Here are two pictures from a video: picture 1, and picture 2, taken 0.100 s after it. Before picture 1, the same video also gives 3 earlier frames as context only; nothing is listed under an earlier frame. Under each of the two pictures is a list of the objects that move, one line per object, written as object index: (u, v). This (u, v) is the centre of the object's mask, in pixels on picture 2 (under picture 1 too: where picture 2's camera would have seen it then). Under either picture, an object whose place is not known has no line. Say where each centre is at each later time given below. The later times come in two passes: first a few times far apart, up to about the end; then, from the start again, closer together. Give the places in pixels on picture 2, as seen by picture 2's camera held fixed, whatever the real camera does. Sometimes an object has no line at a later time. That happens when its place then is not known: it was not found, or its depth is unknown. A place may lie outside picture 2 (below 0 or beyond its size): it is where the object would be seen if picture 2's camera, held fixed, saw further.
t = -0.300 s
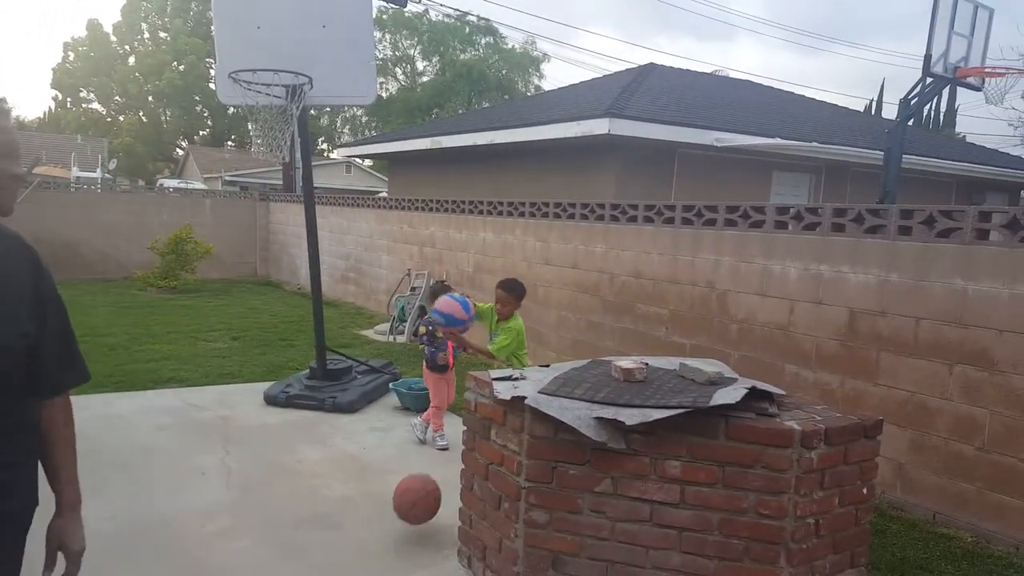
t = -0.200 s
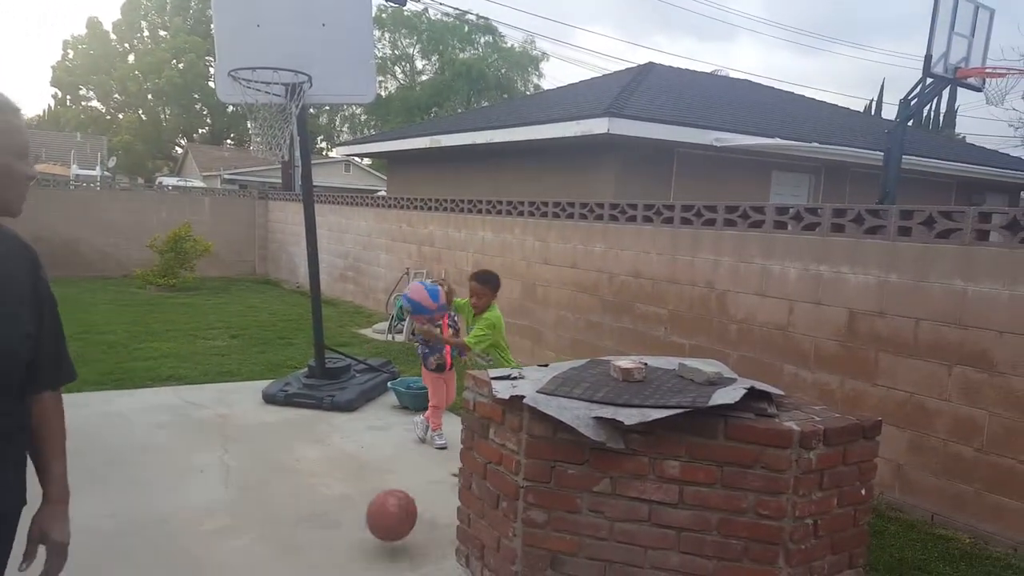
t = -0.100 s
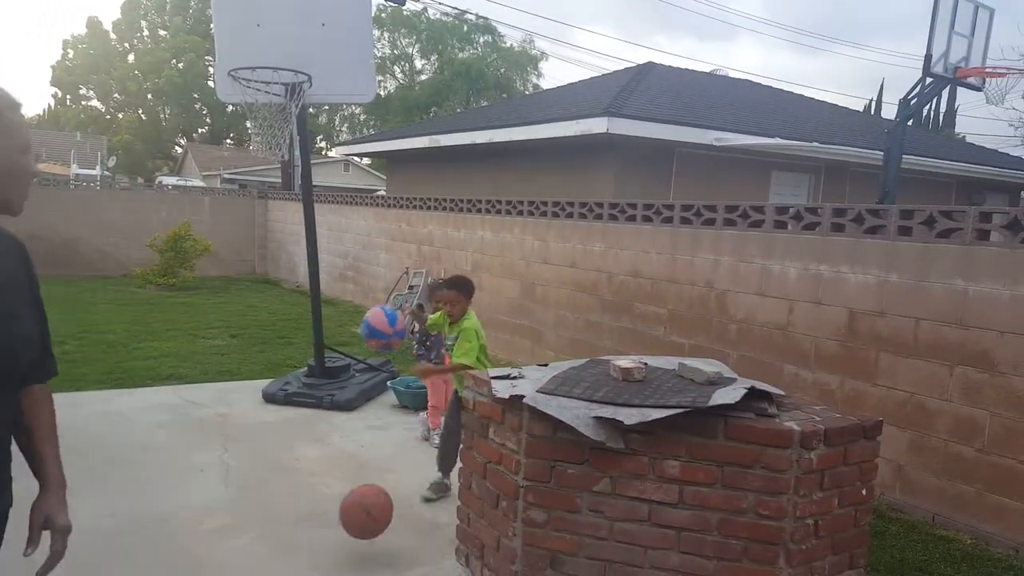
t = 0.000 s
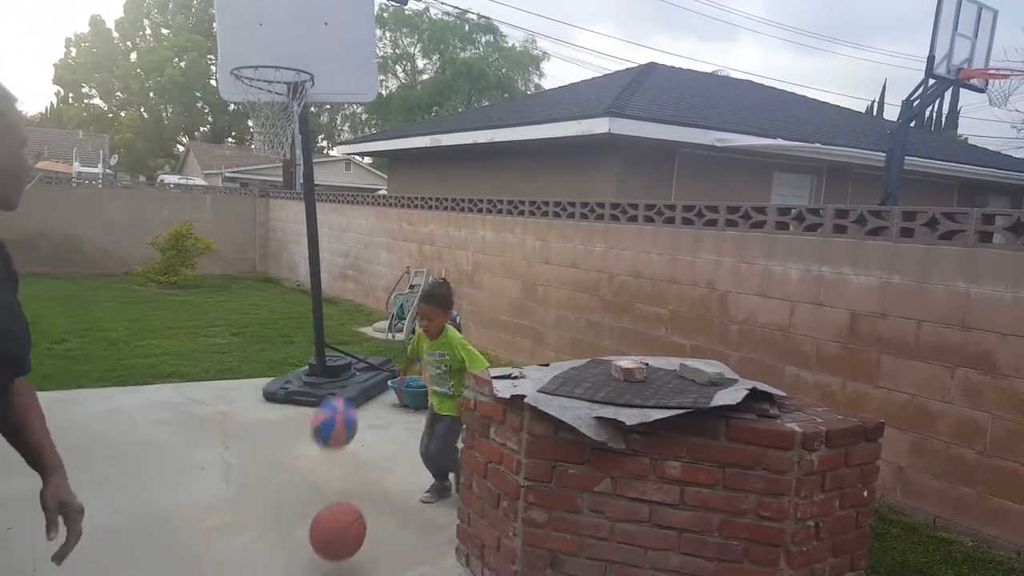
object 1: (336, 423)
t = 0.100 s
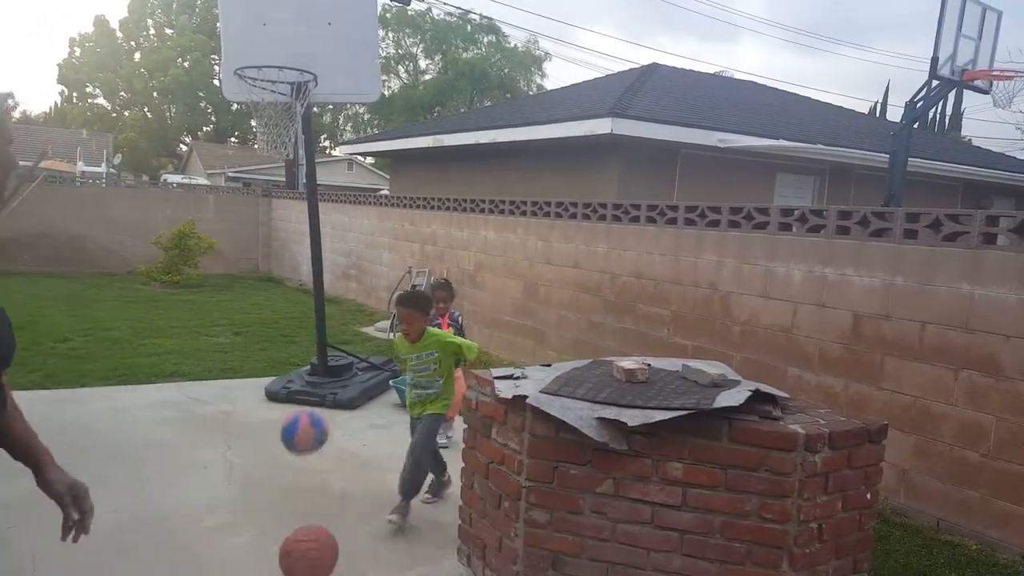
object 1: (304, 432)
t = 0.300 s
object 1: (269, 305)
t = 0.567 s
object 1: (219, 246)
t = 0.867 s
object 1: (161, 338)
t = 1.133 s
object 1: (110, 391)
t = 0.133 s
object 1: (299, 406)
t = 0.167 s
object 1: (294, 382)
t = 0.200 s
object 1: (288, 360)
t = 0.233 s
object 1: (282, 340)
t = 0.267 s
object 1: (276, 321)
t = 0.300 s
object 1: (269, 305)
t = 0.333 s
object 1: (263, 290)
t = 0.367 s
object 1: (257, 277)
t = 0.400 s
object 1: (252, 267)
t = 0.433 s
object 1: (245, 258)
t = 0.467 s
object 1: (238, 252)
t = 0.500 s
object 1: (231, 248)
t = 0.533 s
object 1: (226, 246)
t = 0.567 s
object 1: (219, 246)
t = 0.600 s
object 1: (213, 248)
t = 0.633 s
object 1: (206, 251)
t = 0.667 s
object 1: (200, 257)
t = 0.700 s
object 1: (193, 265)
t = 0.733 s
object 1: (186, 275)
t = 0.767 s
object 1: (180, 288)
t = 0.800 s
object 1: (174, 303)
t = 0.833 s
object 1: (167, 320)
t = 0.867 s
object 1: (161, 338)
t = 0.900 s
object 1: (155, 359)
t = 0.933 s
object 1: (147, 381)
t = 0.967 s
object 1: (140, 407)
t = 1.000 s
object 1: (134, 434)
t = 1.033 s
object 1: (127, 452)
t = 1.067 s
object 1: (122, 430)
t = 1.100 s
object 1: (115, 409)
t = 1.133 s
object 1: (110, 391)
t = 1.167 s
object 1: (104, 375)
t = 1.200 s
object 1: (100, 362)
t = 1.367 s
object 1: (70, 321)
